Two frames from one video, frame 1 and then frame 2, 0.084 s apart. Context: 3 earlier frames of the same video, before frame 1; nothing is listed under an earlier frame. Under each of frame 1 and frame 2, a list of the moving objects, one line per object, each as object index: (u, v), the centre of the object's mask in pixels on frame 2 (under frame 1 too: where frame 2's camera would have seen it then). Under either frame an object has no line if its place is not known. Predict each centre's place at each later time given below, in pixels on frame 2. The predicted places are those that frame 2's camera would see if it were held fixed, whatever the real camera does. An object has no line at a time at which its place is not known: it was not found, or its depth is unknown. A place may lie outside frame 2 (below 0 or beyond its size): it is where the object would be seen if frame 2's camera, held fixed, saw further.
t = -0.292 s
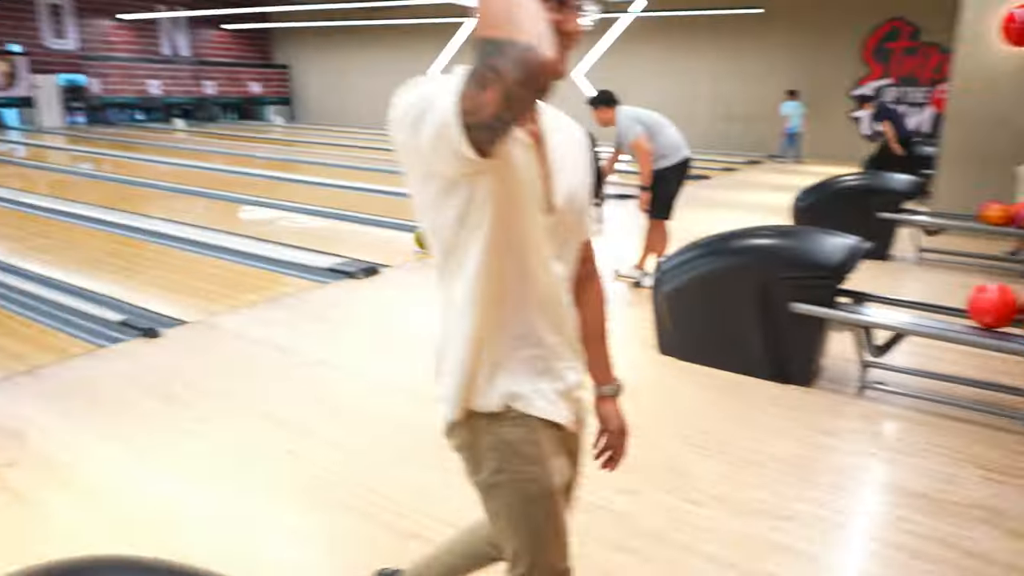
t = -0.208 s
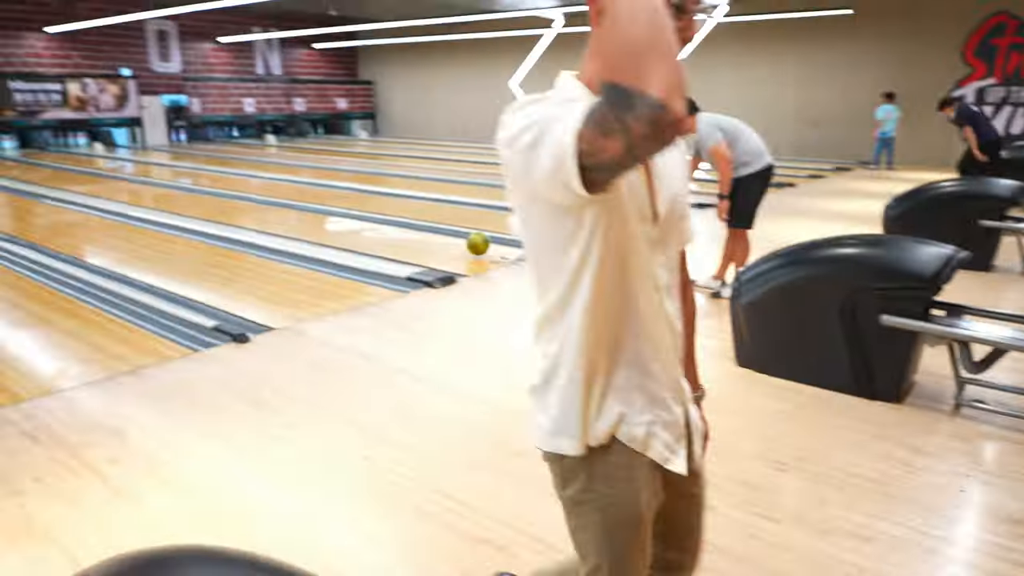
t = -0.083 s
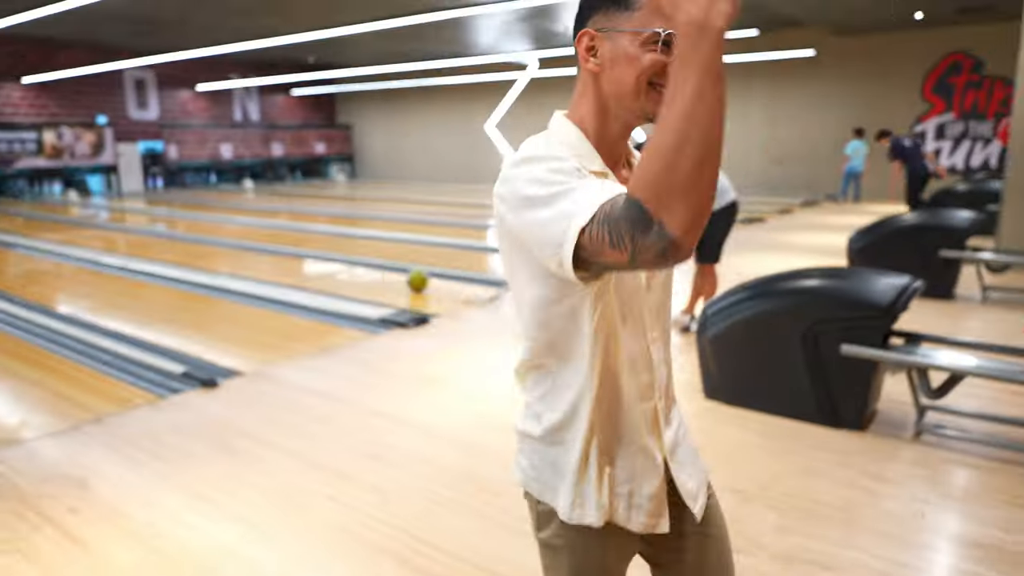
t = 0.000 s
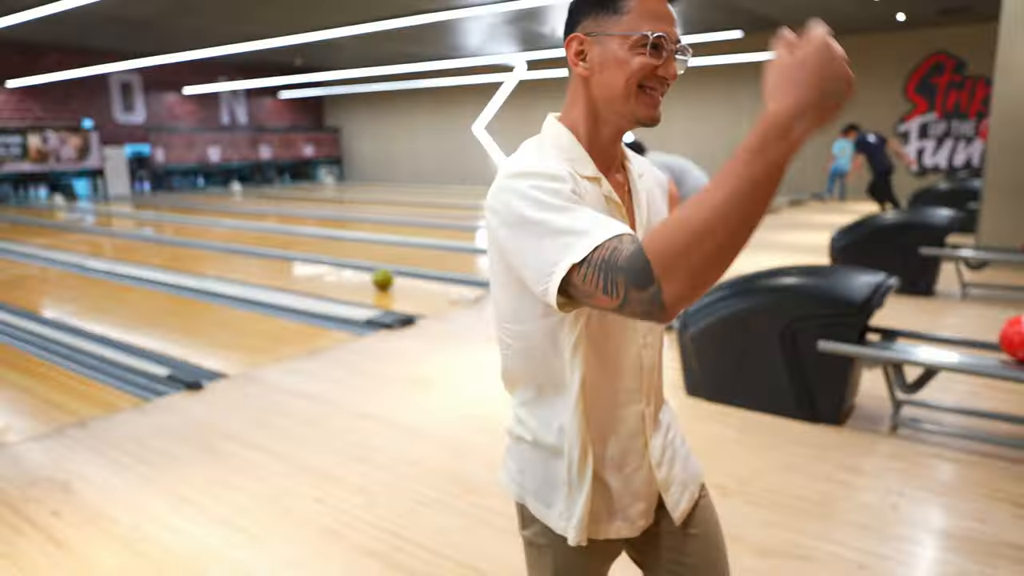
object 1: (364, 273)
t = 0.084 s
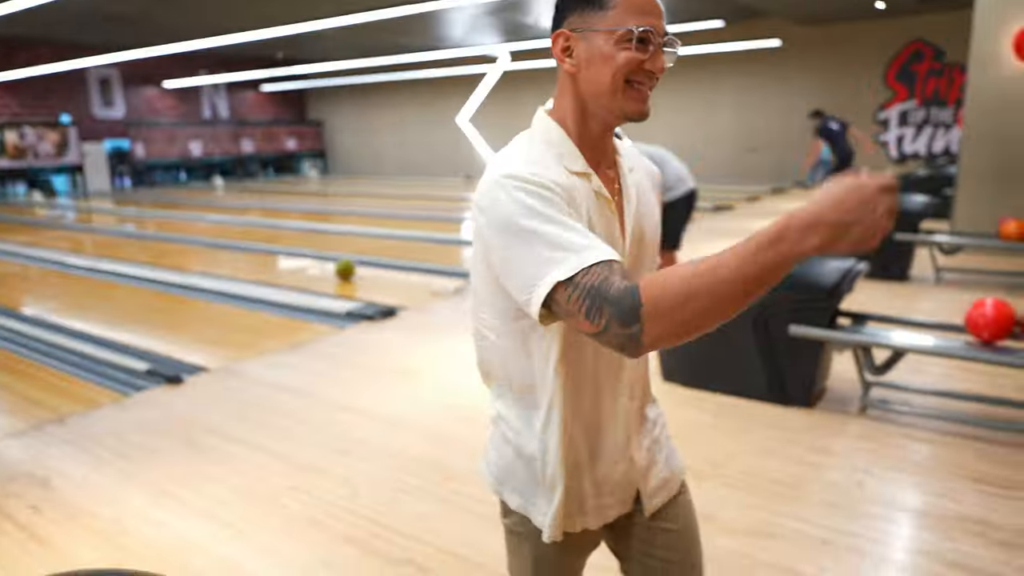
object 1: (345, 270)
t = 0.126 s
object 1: (334, 269)
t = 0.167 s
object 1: (325, 269)
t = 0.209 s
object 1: (315, 268)
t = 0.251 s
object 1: (306, 267)
